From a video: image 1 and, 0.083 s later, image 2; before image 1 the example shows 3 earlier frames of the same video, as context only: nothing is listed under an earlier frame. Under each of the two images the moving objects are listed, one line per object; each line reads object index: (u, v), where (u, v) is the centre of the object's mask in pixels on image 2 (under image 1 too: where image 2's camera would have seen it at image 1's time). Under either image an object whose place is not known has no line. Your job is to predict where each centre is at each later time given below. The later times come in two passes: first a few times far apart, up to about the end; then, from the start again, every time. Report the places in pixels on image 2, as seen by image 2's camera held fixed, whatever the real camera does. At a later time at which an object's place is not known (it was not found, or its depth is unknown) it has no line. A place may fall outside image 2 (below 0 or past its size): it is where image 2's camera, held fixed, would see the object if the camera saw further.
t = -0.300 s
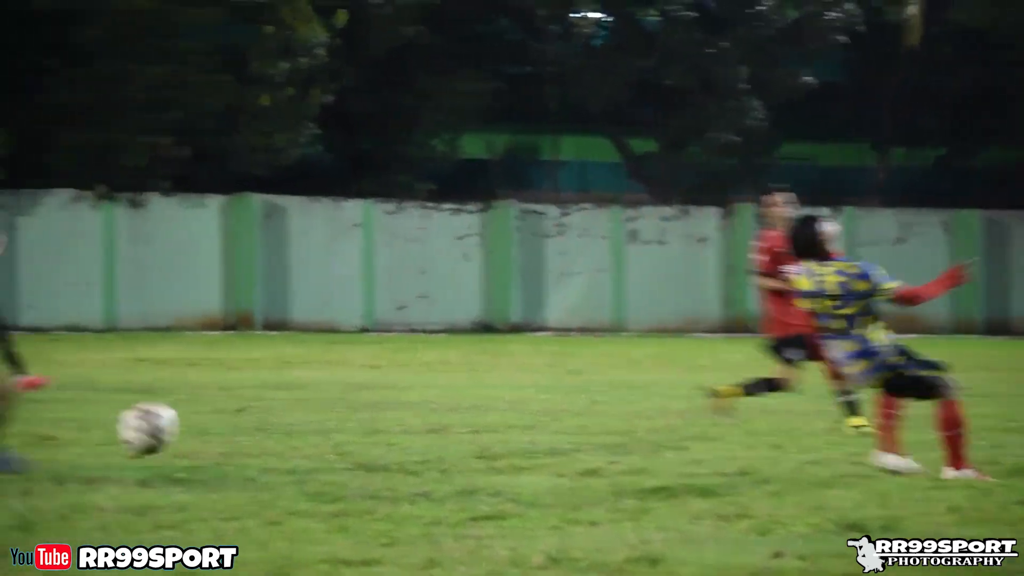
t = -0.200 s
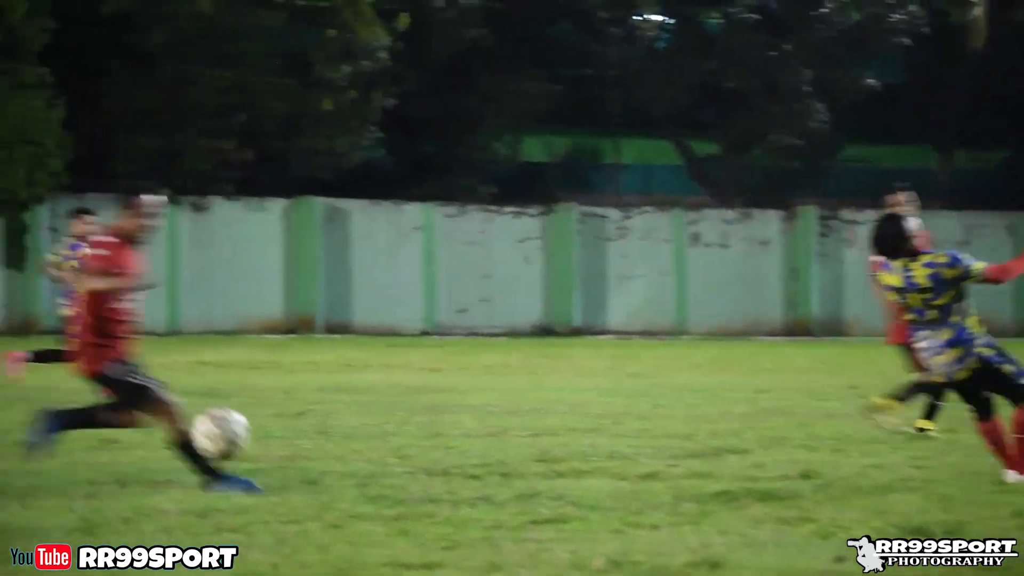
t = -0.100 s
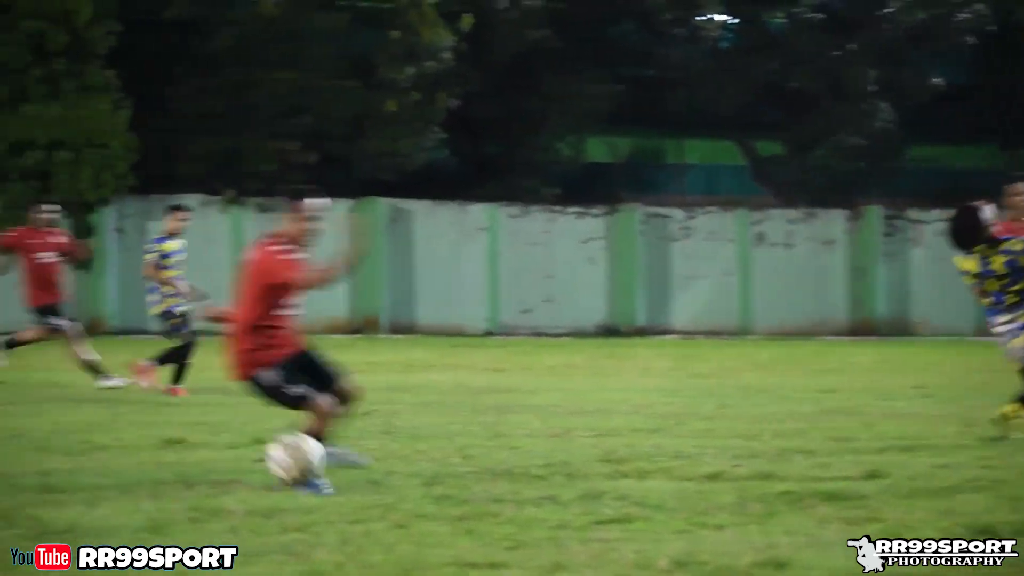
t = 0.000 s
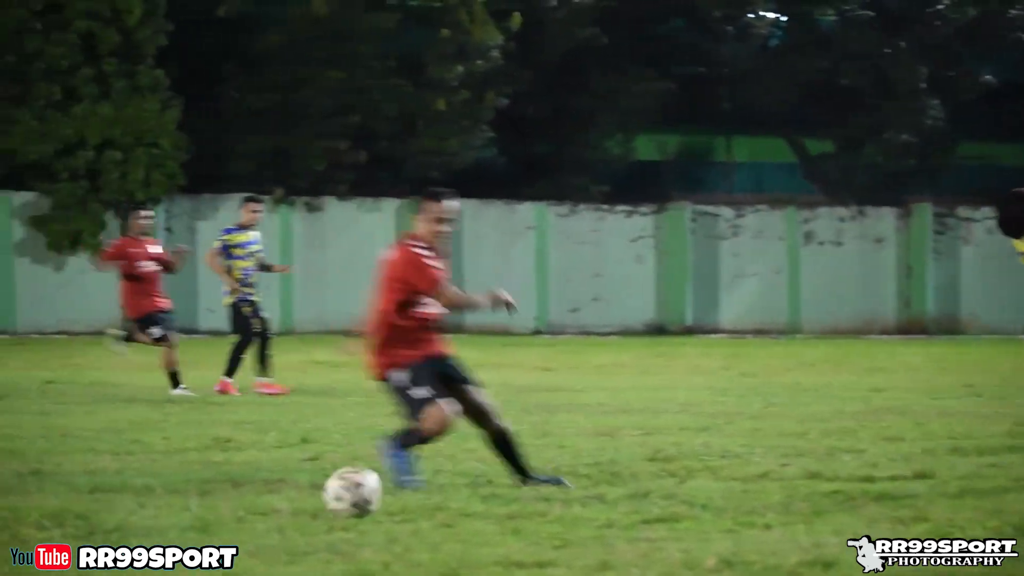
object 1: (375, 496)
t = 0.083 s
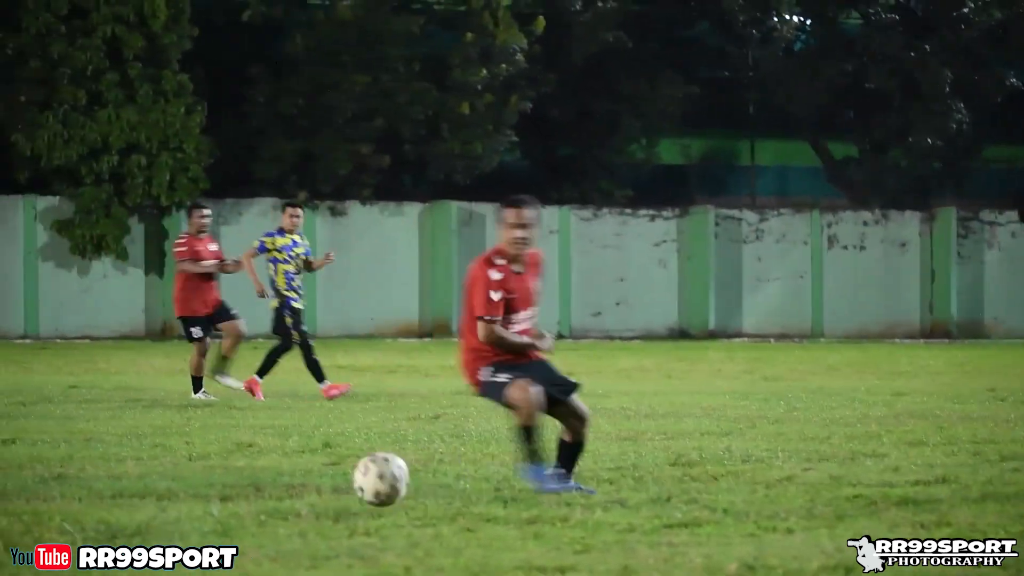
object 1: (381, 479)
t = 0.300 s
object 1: (400, 505)
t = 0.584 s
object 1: (435, 507)
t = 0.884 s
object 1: (469, 515)
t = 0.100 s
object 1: (383, 477)
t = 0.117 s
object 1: (384, 477)
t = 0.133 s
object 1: (385, 476)
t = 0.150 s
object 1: (387, 476)
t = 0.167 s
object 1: (389, 477)
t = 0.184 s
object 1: (390, 478)
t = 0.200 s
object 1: (392, 480)
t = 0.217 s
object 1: (394, 483)
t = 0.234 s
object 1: (395, 486)
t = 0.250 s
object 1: (396, 490)
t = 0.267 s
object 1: (398, 495)
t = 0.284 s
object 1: (399, 501)
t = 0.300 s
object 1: (400, 505)
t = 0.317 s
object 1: (402, 504)
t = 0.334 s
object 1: (404, 503)
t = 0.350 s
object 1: (406, 501)
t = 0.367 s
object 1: (409, 500)
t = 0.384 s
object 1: (411, 500)
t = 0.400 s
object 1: (413, 500)
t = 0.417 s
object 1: (415, 501)
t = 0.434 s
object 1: (416, 502)
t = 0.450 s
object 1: (418, 503)
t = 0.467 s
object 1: (419, 505)
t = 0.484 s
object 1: (421, 506)
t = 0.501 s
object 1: (423, 507)
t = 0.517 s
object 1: (425, 507)
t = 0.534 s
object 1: (427, 507)
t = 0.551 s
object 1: (430, 507)
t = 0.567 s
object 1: (433, 507)
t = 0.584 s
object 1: (435, 507)
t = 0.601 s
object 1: (438, 508)
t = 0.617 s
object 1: (440, 509)
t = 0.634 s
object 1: (441, 509)
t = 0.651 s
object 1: (443, 510)
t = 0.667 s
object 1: (445, 510)
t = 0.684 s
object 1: (447, 510)
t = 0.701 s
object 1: (449, 510)
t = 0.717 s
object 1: (450, 511)
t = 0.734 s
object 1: (452, 512)
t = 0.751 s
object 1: (454, 513)
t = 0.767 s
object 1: (456, 513)
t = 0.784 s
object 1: (458, 514)
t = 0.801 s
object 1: (460, 515)
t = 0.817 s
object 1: (462, 515)
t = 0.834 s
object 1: (464, 515)
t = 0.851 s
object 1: (466, 515)
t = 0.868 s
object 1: (467, 515)
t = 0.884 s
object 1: (469, 515)
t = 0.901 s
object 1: (470, 516)
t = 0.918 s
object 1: (472, 516)
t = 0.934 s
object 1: (474, 516)
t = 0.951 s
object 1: (476, 517)
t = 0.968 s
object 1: (477, 517)
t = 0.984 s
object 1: (478, 516)
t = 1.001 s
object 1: (480, 516)
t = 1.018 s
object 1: (481, 515)
